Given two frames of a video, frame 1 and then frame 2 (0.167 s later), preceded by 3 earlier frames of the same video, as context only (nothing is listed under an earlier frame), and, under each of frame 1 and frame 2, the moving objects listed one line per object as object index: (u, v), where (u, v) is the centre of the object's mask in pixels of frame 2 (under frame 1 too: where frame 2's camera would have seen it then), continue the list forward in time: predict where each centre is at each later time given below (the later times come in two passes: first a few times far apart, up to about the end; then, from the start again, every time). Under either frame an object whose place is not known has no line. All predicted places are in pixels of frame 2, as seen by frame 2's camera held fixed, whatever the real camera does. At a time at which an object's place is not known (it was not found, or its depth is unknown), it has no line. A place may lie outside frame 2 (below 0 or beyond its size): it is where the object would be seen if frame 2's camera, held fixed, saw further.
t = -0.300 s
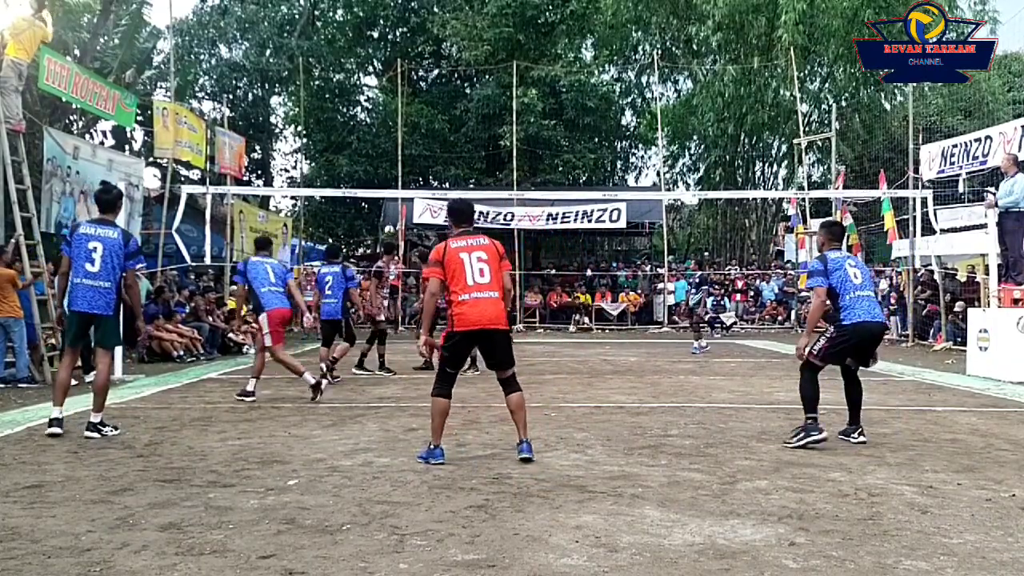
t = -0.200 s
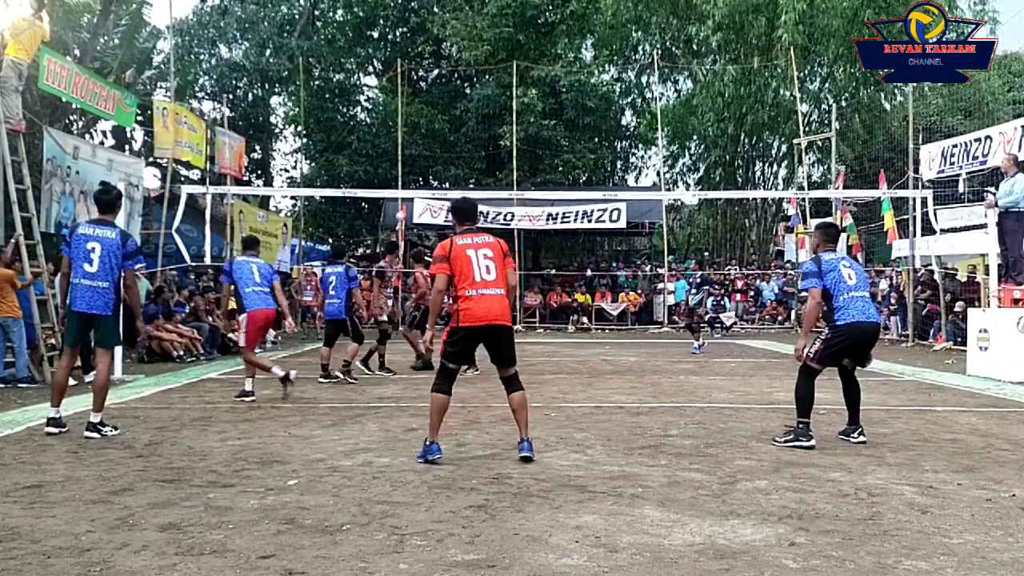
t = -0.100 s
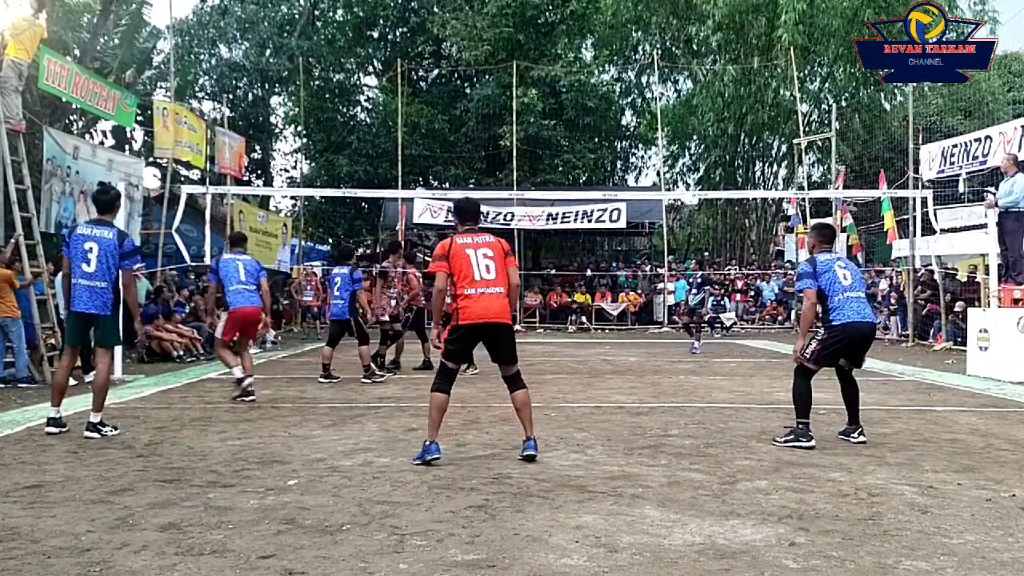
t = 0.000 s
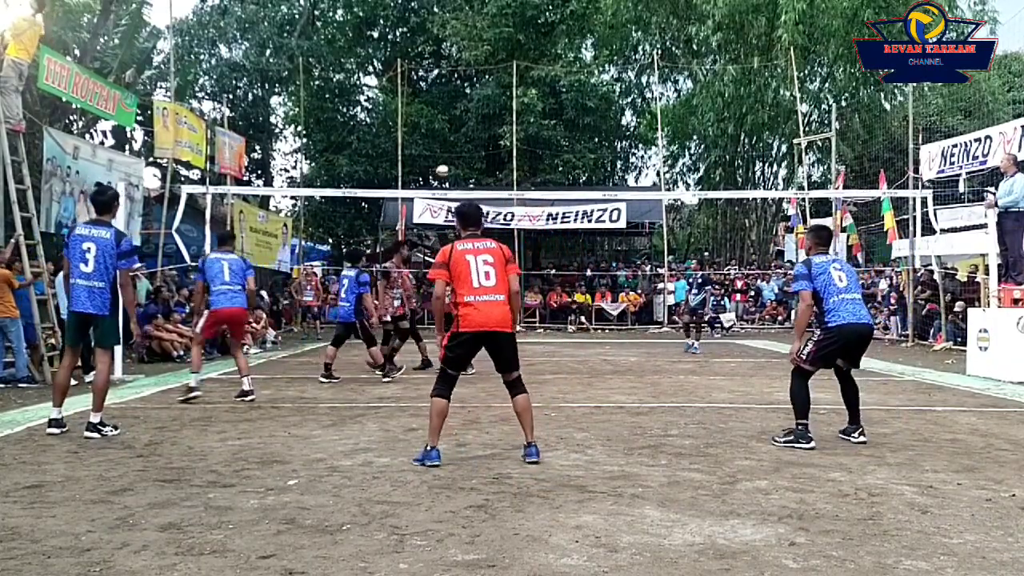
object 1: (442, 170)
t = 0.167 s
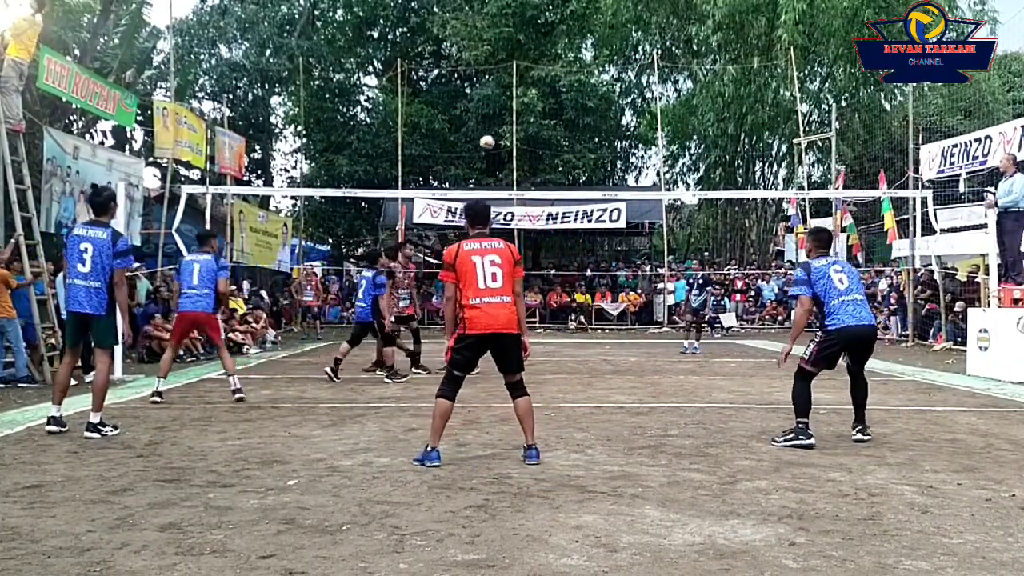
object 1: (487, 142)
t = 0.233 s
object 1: (506, 133)
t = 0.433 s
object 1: (588, 121)
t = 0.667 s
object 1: (733, 149)
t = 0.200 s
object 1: (497, 137)
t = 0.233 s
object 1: (506, 133)
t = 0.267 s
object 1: (519, 129)
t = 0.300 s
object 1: (531, 126)
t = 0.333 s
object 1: (544, 124)
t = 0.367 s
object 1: (558, 122)
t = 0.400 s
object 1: (572, 121)
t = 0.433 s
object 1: (588, 121)
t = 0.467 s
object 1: (605, 121)
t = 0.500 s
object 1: (622, 123)
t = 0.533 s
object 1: (643, 126)
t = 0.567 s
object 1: (663, 130)
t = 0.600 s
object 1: (685, 135)
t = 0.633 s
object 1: (709, 142)
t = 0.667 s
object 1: (733, 149)
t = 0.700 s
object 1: (763, 160)
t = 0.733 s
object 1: (793, 172)
